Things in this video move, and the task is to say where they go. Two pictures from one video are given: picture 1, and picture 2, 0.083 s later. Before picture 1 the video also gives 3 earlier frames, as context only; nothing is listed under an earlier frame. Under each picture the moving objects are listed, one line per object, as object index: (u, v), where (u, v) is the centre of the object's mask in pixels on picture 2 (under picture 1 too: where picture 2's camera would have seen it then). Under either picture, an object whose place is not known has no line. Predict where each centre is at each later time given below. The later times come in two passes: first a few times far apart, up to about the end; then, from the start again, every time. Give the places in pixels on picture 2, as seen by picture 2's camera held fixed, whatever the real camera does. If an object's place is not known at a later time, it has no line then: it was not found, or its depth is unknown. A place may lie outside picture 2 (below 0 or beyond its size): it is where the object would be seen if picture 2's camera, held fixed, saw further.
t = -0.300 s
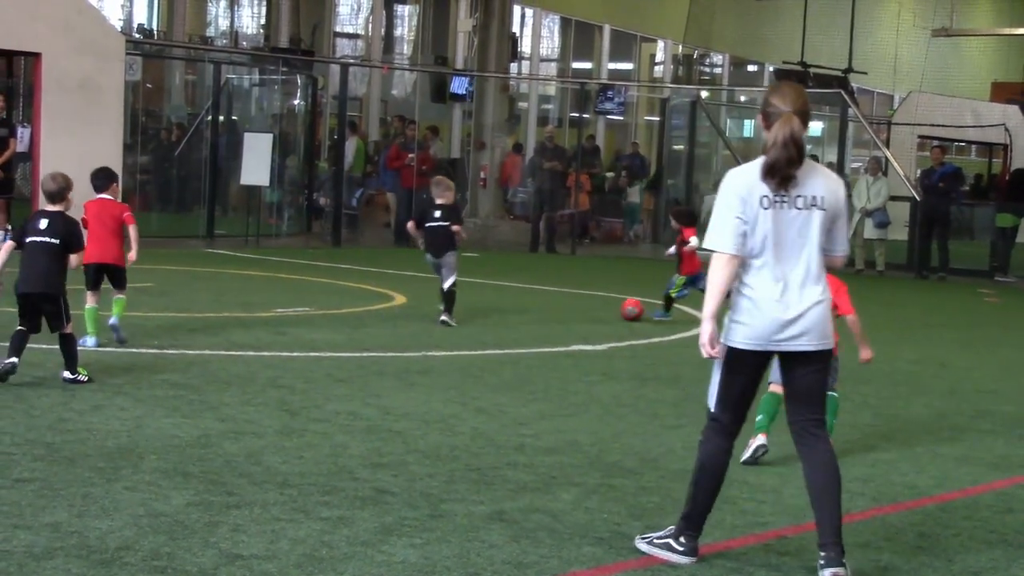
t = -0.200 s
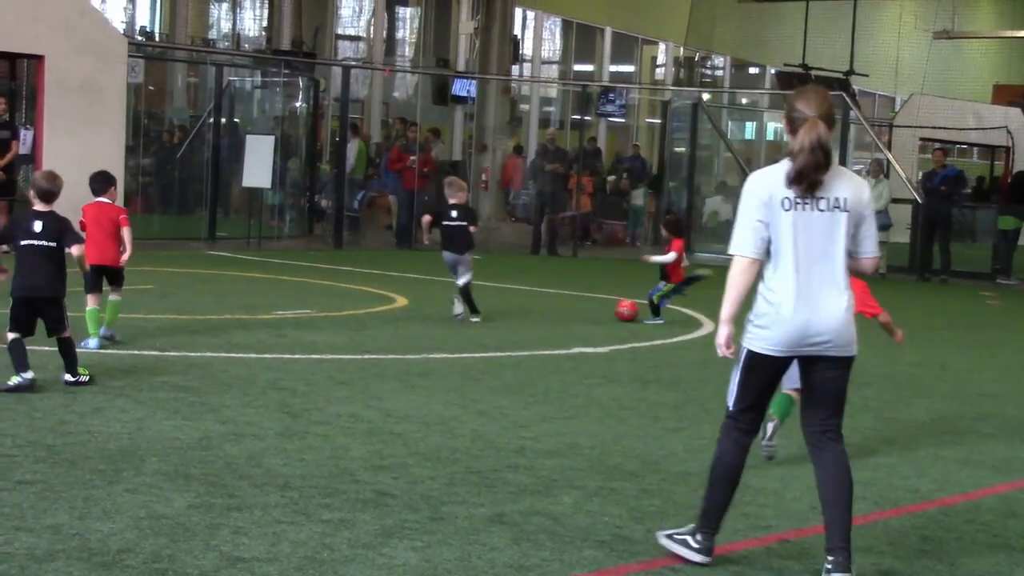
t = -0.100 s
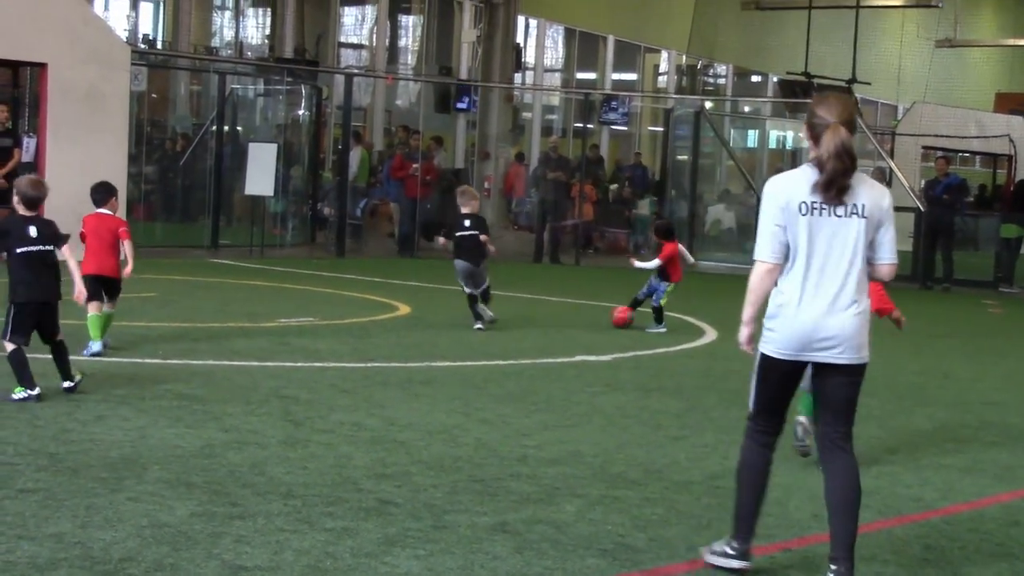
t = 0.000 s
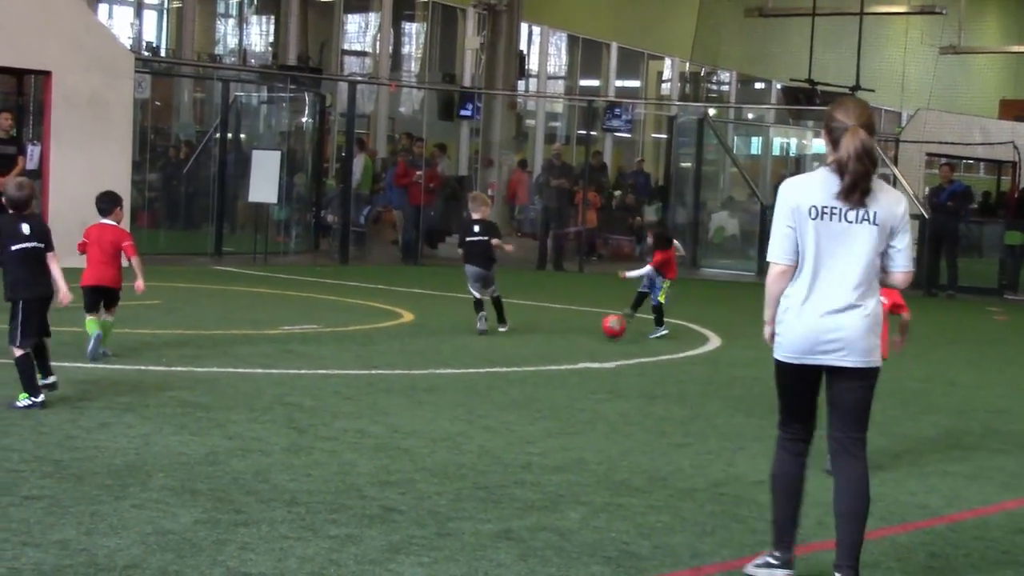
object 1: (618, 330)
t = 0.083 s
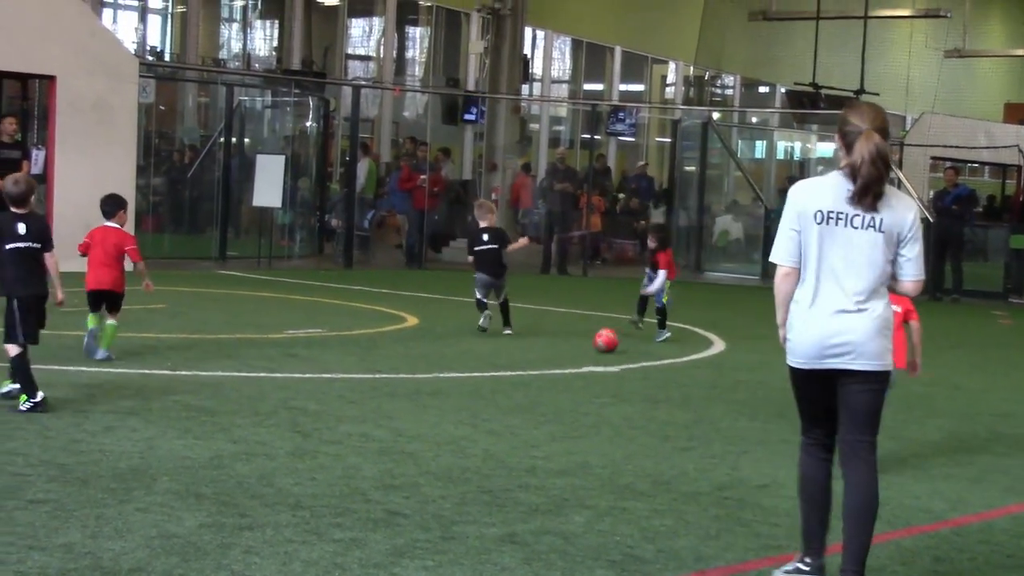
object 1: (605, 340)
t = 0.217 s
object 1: (590, 346)
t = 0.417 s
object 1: (563, 360)
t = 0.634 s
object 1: (538, 371)
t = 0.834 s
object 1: (511, 380)
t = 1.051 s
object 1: (478, 395)
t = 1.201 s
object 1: (456, 403)
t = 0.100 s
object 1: (604, 341)
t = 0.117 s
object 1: (602, 340)
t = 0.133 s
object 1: (600, 340)
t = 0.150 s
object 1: (598, 341)
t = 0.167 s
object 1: (596, 342)
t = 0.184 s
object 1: (594, 343)
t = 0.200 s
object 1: (592, 344)
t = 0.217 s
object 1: (590, 346)
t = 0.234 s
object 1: (587, 349)
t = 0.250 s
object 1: (584, 351)
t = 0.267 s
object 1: (582, 352)
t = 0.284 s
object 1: (580, 352)
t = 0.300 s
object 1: (578, 352)
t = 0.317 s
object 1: (576, 353)
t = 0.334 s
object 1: (574, 354)
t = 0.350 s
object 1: (572, 355)
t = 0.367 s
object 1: (570, 357)
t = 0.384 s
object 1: (568, 359)
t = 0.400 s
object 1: (565, 360)
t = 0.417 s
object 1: (563, 360)
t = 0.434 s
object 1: (561, 359)
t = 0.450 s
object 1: (560, 359)
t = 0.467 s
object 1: (558, 360)
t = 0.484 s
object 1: (556, 361)
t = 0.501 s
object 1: (554, 363)
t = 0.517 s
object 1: (552, 365)
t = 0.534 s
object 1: (550, 367)
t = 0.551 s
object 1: (547, 368)
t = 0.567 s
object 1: (545, 368)
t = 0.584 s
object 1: (543, 368)
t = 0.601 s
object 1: (541, 369)
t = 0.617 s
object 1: (540, 370)
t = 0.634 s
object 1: (538, 371)
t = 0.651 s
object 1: (535, 372)
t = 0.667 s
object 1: (533, 372)
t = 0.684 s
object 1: (531, 372)
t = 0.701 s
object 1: (529, 373)
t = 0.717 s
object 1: (526, 373)
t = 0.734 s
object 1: (524, 375)
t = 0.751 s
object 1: (521, 376)
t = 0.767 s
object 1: (519, 379)
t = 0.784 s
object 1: (517, 379)
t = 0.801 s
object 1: (515, 379)
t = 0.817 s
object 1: (513, 379)
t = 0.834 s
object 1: (511, 380)
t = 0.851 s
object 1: (508, 381)
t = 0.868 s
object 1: (505, 382)
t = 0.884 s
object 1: (502, 384)
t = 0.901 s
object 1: (500, 386)
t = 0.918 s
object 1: (498, 387)
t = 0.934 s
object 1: (495, 387)
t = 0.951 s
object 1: (493, 387)
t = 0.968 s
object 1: (491, 387)
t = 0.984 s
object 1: (489, 388)
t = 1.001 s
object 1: (486, 389)
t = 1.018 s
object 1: (484, 390)
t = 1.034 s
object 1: (481, 393)
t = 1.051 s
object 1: (478, 395)
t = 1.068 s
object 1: (476, 396)
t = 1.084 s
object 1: (474, 396)
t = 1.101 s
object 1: (471, 396)
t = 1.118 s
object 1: (469, 396)
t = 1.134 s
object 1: (467, 396)
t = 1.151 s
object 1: (464, 396)
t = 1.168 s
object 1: (461, 398)
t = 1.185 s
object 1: (458, 400)
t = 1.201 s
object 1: (456, 403)
